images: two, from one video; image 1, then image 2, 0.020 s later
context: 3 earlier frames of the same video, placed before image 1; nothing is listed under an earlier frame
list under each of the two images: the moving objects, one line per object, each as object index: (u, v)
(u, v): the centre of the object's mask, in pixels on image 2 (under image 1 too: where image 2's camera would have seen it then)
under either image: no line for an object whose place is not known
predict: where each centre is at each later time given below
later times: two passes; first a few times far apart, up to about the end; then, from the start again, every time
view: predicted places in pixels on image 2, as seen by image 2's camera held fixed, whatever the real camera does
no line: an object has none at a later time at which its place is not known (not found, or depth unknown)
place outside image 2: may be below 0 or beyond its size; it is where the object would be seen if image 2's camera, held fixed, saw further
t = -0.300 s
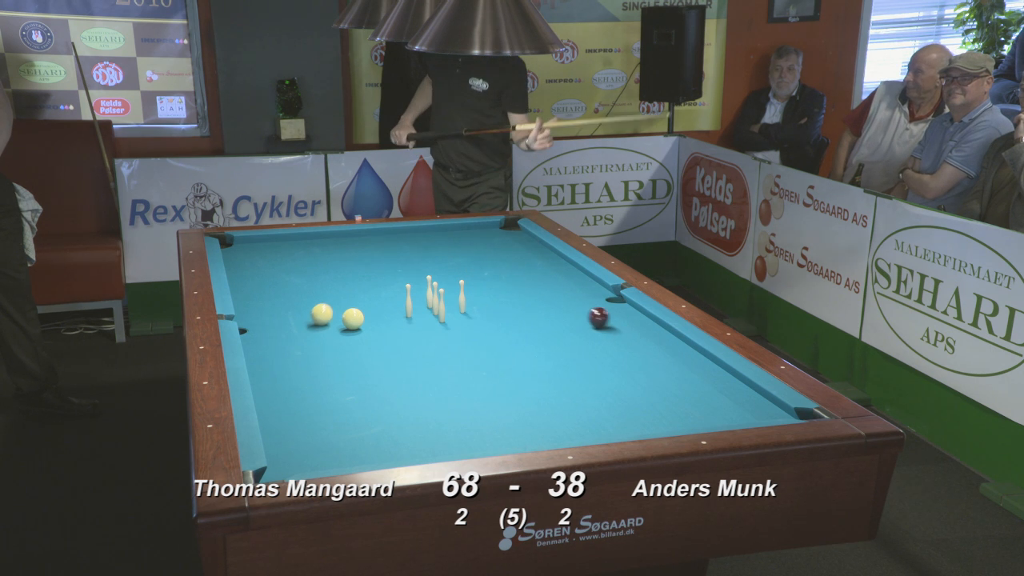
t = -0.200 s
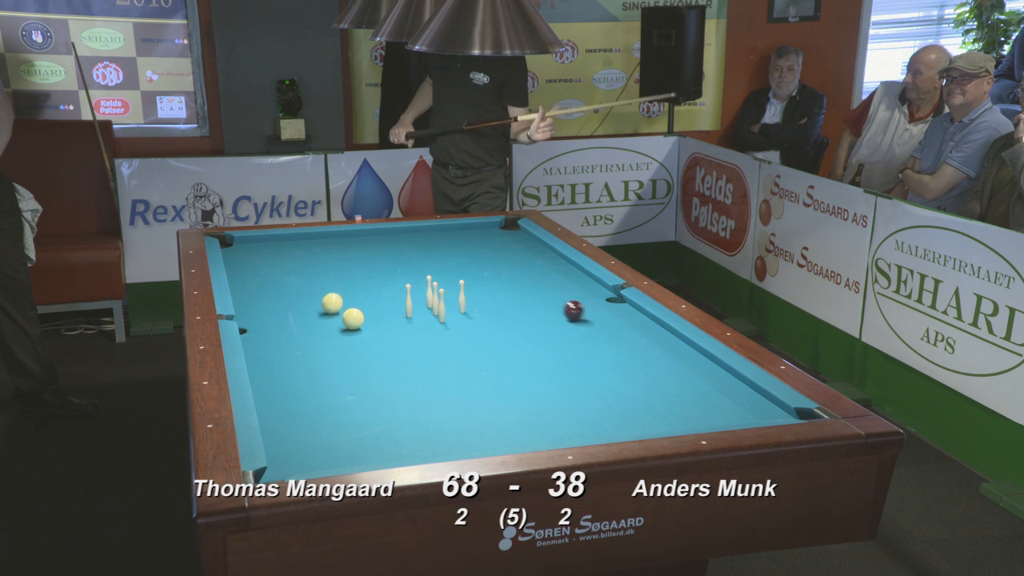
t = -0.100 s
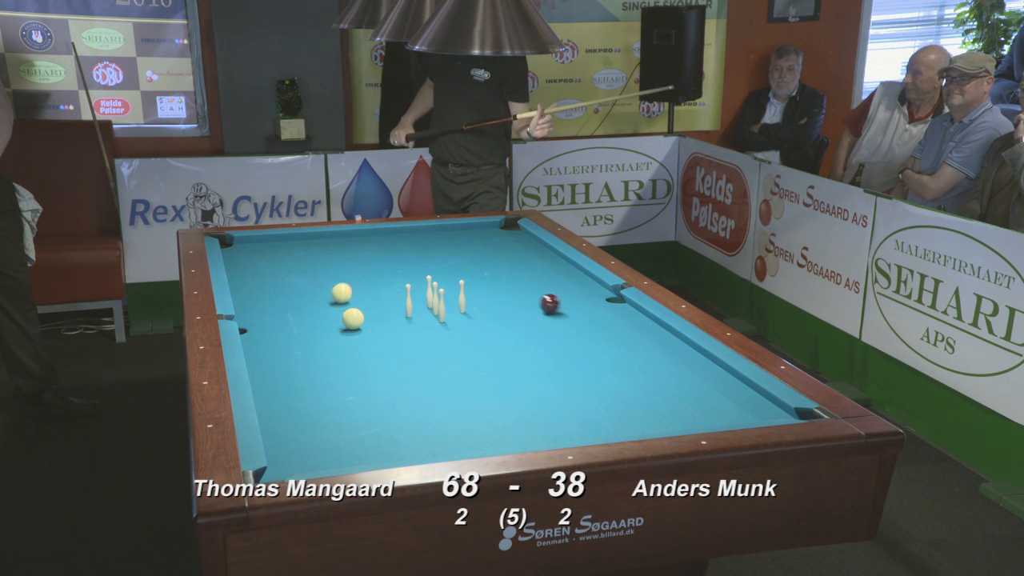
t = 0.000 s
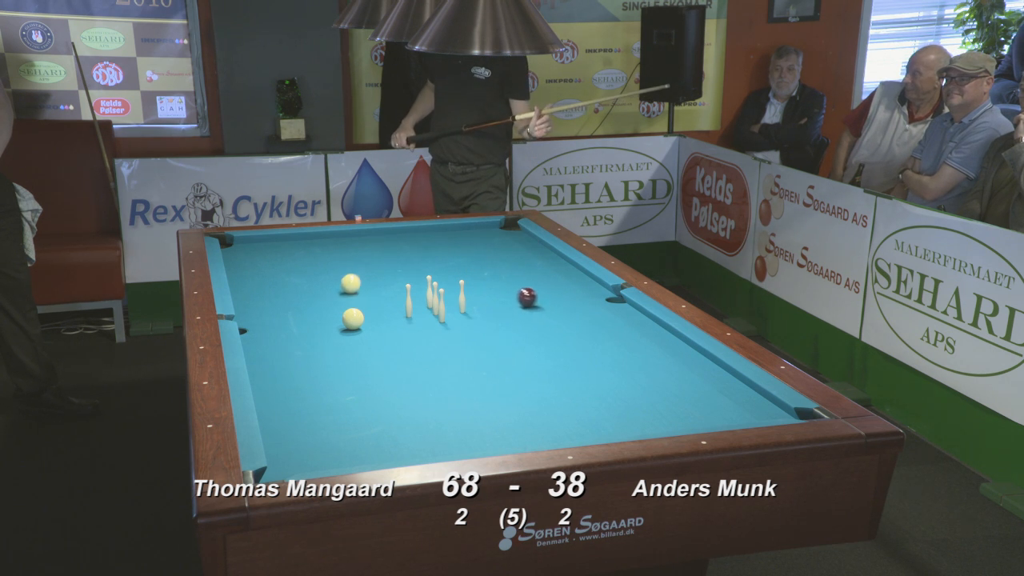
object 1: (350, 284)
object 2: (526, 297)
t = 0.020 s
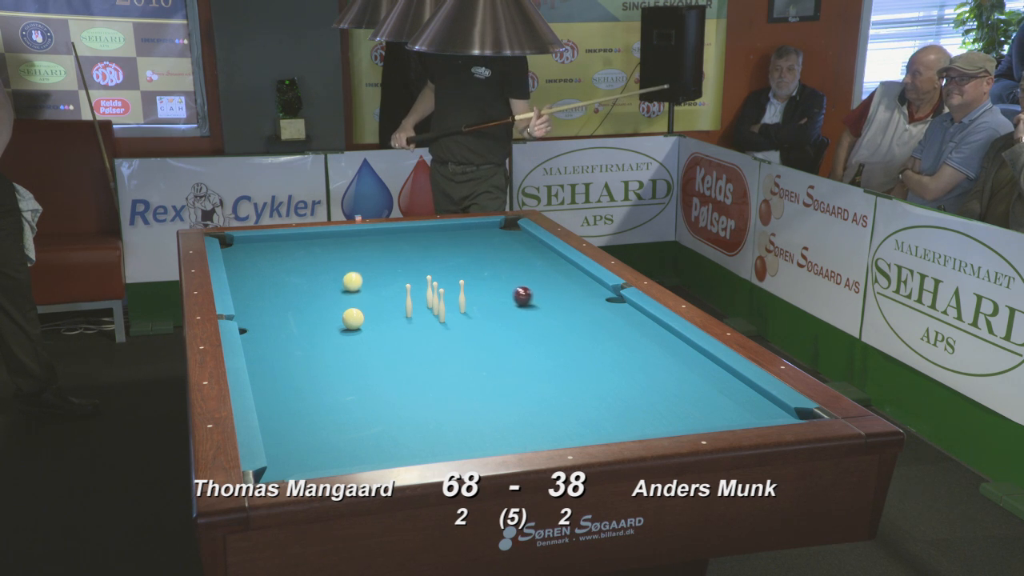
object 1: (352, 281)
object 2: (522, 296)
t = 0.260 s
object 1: (371, 262)
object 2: (472, 282)
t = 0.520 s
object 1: (389, 243)
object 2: (423, 268)
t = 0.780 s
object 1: (410, 230)
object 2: (380, 256)
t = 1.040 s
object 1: (460, 236)
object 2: (340, 245)
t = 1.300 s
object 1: (509, 242)
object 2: (303, 235)
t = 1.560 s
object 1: (537, 250)
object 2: (271, 245)
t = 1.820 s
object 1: (525, 260)
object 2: (236, 254)
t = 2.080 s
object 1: (513, 271)
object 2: (251, 260)
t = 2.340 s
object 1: (501, 282)
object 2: (275, 266)
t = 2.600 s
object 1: (487, 294)
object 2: (300, 272)
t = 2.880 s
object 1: (472, 308)
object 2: (327, 279)
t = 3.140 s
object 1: (457, 321)
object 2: (352, 285)
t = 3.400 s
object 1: (441, 335)
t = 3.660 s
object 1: (424, 350)
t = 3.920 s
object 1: (407, 366)
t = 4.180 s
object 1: (388, 383)
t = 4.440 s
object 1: (368, 400)
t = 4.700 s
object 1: (347, 419)
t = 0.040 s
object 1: (354, 280)
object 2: (518, 295)
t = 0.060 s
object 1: (356, 278)
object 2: (514, 293)
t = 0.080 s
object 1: (357, 276)
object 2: (509, 292)
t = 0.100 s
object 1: (359, 274)
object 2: (505, 291)
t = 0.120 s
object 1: (361, 273)
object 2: (501, 290)
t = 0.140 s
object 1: (362, 271)
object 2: (497, 289)
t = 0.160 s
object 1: (364, 270)
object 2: (492, 288)
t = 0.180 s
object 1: (365, 268)
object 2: (488, 286)
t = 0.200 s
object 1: (367, 266)
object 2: (484, 285)
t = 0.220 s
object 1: (368, 265)
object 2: (480, 284)
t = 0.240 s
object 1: (370, 263)
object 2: (476, 283)
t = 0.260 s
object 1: (371, 262)
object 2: (472, 282)
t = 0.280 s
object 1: (373, 260)
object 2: (469, 281)
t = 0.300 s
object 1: (374, 259)
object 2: (465, 279)
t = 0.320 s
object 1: (376, 257)
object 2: (461, 278)
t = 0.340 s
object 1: (377, 255)
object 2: (456, 277)
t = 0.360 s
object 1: (378, 254)
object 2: (453, 277)
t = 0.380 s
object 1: (380, 253)
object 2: (449, 276)
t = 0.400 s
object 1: (381, 251)
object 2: (445, 275)
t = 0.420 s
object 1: (382, 250)
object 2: (442, 273)
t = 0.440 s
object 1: (384, 248)
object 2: (438, 272)
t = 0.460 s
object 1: (385, 247)
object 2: (435, 271)
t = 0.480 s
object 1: (386, 245)
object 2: (431, 270)
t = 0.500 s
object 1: (388, 244)
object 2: (427, 269)
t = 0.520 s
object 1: (389, 243)
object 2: (423, 268)
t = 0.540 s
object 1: (390, 241)
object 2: (420, 268)
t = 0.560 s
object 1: (392, 240)
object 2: (416, 267)
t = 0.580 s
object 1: (393, 239)
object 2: (413, 266)
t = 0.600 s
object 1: (394, 237)
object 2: (410, 265)
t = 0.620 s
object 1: (395, 236)
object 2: (406, 264)
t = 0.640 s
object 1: (396, 235)
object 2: (403, 263)
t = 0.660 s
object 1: (398, 234)
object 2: (400, 262)
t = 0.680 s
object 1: (399, 232)
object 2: (396, 261)
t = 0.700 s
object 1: (400, 231)
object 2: (393, 260)
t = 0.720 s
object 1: (401, 230)
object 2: (390, 259)
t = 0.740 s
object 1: (402, 229)
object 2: (386, 258)
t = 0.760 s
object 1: (405, 229)
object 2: (383, 257)
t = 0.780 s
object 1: (410, 230)
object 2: (380, 256)
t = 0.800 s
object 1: (414, 230)
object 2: (377, 255)
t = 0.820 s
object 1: (418, 231)
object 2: (373, 254)
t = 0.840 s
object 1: (422, 232)
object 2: (370, 254)
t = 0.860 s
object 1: (426, 232)
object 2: (367, 252)
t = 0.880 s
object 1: (429, 233)
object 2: (364, 252)
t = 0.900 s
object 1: (433, 233)
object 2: (361, 251)
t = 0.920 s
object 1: (437, 234)
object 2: (358, 250)
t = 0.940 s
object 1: (441, 234)
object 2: (355, 249)
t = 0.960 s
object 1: (445, 235)
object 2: (352, 248)
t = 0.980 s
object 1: (448, 235)
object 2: (349, 247)
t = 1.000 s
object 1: (452, 236)
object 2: (346, 247)
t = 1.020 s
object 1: (456, 236)
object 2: (343, 246)
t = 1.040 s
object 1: (460, 236)
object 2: (340, 245)
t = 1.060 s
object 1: (463, 237)
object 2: (337, 244)
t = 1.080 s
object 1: (467, 237)
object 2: (335, 243)
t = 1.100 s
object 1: (471, 238)
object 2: (332, 243)
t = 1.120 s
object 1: (475, 238)
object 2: (329, 242)
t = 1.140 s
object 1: (479, 239)
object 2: (326, 241)
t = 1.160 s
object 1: (483, 239)
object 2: (323, 240)
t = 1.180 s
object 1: (486, 240)
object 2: (321, 240)
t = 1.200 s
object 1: (490, 240)
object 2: (318, 239)
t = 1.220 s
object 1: (494, 240)
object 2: (315, 238)
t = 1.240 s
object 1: (498, 241)
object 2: (312, 237)
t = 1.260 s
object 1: (502, 241)
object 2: (309, 237)
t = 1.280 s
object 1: (506, 242)
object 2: (306, 236)
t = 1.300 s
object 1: (509, 242)
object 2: (303, 235)
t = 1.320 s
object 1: (514, 243)
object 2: (301, 236)
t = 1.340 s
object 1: (517, 243)
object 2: (299, 237)
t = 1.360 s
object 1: (521, 244)
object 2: (296, 237)
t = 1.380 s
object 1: (525, 244)
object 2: (294, 238)
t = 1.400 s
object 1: (529, 244)
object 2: (291, 239)
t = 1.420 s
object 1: (533, 245)
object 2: (289, 240)
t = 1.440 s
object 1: (537, 245)
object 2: (287, 241)
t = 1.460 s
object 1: (541, 246)
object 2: (284, 241)
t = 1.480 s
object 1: (542, 247)
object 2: (281, 242)
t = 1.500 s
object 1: (540, 247)
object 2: (279, 243)
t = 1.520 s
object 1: (539, 248)
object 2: (276, 243)
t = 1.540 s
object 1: (538, 249)
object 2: (273, 244)
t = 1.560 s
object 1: (537, 250)
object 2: (271, 245)
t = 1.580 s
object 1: (536, 251)
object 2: (268, 245)
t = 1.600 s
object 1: (535, 251)
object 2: (266, 246)
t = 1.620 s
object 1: (534, 252)
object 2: (263, 247)
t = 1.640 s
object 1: (533, 253)
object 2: (260, 247)
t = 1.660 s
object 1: (532, 254)
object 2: (258, 248)
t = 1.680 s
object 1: (532, 254)
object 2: (255, 249)
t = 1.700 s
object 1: (531, 255)
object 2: (253, 249)
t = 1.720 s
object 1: (530, 256)
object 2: (250, 250)
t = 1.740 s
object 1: (529, 257)
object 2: (247, 251)
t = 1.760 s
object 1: (528, 258)
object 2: (245, 252)
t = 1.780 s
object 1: (527, 258)
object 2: (242, 252)
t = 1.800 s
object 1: (526, 259)
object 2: (239, 253)
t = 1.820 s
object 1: (525, 260)
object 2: (236, 254)
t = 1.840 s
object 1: (524, 261)
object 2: (233, 255)
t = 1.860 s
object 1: (523, 262)
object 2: (231, 255)
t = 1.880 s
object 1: (522, 263)
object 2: (231, 256)
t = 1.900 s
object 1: (522, 263)
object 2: (233, 256)
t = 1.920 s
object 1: (521, 264)
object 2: (236, 256)
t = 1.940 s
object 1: (520, 265)
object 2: (238, 257)
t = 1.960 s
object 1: (519, 266)
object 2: (240, 258)
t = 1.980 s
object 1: (518, 267)
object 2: (241, 258)
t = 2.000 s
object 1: (517, 267)
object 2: (243, 258)
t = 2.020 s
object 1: (516, 268)
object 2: (245, 259)
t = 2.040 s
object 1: (515, 269)
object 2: (247, 259)
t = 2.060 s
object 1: (514, 270)
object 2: (249, 260)
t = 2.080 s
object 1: (513, 271)
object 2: (251, 260)
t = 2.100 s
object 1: (512, 272)
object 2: (253, 261)
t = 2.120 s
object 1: (511, 273)
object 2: (255, 261)
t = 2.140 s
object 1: (510, 273)
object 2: (256, 262)
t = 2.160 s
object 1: (509, 274)
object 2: (258, 262)
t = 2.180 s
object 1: (509, 275)
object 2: (260, 263)
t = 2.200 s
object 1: (507, 276)
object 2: (262, 263)
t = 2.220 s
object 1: (506, 277)
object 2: (264, 263)
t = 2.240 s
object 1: (506, 278)
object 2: (266, 264)
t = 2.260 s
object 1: (505, 279)
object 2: (268, 264)
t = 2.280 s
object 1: (503, 280)
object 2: (270, 265)
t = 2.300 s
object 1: (503, 280)
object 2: (272, 265)
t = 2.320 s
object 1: (502, 281)
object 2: (273, 266)
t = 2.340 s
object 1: (501, 282)
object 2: (275, 266)
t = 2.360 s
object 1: (500, 283)
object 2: (277, 267)
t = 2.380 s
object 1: (499, 284)
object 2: (279, 267)
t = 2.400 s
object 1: (498, 285)
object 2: (281, 267)
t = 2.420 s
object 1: (496, 286)
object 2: (283, 268)
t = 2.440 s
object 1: (496, 287)
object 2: (285, 269)
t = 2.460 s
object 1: (495, 288)
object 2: (287, 269)
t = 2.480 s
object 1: (494, 289)
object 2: (289, 269)
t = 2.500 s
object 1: (493, 290)
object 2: (290, 270)
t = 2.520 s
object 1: (491, 291)
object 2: (292, 270)
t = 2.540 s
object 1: (490, 292)
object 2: (294, 271)
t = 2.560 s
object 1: (489, 292)
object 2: (296, 271)
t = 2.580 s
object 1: (488, 293)
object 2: (298, 272)
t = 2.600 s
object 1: (487, 294)
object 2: (300, 272)
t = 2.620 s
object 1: (486, 295)
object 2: (302, 273)
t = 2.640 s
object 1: (485, 296)
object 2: (304, 273)
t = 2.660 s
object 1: (484, 297)
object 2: (306, 274)
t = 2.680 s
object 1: (483, 298)
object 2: (308, 274)
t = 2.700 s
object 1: (482, 299)
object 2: (310, 274)
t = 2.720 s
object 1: (481, 300)
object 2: (312, 275)
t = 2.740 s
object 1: (480, 301)
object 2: (314, 275)
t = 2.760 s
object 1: (479, 302)
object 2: (316, 276)
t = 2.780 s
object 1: (478, 303)
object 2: (317, 276)
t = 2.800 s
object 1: (477, 304)
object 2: (319, 277)
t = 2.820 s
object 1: (475, 305)
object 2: (321, 277)
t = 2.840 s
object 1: (474, 306)
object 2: (323, 278)
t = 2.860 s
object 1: (473, 307)
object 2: (325, 278)
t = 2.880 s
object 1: (472, 308)
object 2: (327, 279)
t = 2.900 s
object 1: (471, 309)
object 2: (329, 279)
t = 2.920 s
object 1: (470, 310)
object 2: (331, 280)
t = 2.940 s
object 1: (469, 311)
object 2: (333, 280)
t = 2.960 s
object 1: (468, 312)
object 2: (335, 281)
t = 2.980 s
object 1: (467, 313)
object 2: (337, 281)
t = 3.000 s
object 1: (466, 314)
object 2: (339, 281)
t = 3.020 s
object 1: (464, 315)
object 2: (341, 282)
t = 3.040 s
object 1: (463, 316)
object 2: (343, 283)
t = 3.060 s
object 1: (462, 317)
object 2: (345, 283)
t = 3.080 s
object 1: (461, 318)
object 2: (346, 283)
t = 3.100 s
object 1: (460, 319)
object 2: (348, 284)
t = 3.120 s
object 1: (458, 320)
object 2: (350, 284)
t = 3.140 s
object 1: (457, 321)
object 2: (352, 285)
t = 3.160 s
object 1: (456, 322)
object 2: (354, 285)
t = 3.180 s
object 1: (455, 323)
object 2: (356, 286)
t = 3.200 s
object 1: (454, 324)
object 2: (358, 286)
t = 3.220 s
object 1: (452, 325)
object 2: (360, 287)
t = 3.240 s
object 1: (451, 326)
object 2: (362, 287)
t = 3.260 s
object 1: (450, 328)
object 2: (364, 288)
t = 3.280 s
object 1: (449, 329)
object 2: (366, 288)
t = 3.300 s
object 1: (448, 329)
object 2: (368, 289)
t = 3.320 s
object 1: (446, 331)
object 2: (370, 289)
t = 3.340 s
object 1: (445, 332)
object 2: (372, 290)
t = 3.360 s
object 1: (444, 333)
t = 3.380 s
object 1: (443, 334)
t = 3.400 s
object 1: (441, 335)
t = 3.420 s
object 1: (440, 336)
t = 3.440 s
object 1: (439, 337)
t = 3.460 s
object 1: (438, 338)
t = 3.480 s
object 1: (436, 340)
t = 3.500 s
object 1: (435, 341)
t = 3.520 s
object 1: (434, 342)
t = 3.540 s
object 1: (432, 343)
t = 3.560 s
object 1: (431, 344)
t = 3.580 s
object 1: (430, 345)
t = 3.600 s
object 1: (428, 346)
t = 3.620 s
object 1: (427, 348)
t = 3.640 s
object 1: (426, 349)
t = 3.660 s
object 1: (424, 350)
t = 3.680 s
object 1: (423, 351)
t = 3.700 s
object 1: (422, 352)
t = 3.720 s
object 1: (420, 354)
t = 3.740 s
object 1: (419, 355)
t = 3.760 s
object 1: (418, 356)
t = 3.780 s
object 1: (416, 357)
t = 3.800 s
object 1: (415, 358)
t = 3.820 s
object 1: (414, 360)
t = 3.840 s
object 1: (412, 361)
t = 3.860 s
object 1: (411, 362)
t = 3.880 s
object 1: (410, 363)
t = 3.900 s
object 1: (408, 365)
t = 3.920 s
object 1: (407, 366)
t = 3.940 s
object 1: (405, 367)
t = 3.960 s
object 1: (404, 368)
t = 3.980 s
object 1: (402, 370)
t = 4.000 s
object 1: (401, 371)
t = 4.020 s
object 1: (400, 372)
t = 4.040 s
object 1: (398, 373)
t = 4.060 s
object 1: (397, 375)
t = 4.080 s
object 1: (395, 376)
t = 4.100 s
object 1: (394, 377)
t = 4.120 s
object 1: (392, 379)
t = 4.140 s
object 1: (391, 380)
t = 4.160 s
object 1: (389, 381)
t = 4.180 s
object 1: (388, 383)
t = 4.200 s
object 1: (386, 384)
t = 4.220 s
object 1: (385, 385)
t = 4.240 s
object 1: (383, 387)
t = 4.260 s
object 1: (382, 388)
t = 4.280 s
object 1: (380, 389)
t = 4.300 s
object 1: (379, 391)
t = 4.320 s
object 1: (377, 392)
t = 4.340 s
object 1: (376, 393)
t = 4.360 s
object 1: (374, 395)
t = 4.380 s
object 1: (372, 396)
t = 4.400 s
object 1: (371, 397)
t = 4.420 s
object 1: (370, 399)
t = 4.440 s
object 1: (368, 400)
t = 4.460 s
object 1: (366, 402)
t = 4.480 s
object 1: (365, 403)
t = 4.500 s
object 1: (363, 404)
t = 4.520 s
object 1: (361, 406)
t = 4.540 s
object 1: (360, 407)
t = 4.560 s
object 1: (358, 409)
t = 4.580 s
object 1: (357, 410)
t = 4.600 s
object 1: (355, 412)
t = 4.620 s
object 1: (353, 413)
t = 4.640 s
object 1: (352, 415)
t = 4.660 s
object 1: (350, 416)
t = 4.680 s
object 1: (348, 418)
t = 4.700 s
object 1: (347, 419)
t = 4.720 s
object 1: (345, 421)
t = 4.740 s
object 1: (343, 422)
